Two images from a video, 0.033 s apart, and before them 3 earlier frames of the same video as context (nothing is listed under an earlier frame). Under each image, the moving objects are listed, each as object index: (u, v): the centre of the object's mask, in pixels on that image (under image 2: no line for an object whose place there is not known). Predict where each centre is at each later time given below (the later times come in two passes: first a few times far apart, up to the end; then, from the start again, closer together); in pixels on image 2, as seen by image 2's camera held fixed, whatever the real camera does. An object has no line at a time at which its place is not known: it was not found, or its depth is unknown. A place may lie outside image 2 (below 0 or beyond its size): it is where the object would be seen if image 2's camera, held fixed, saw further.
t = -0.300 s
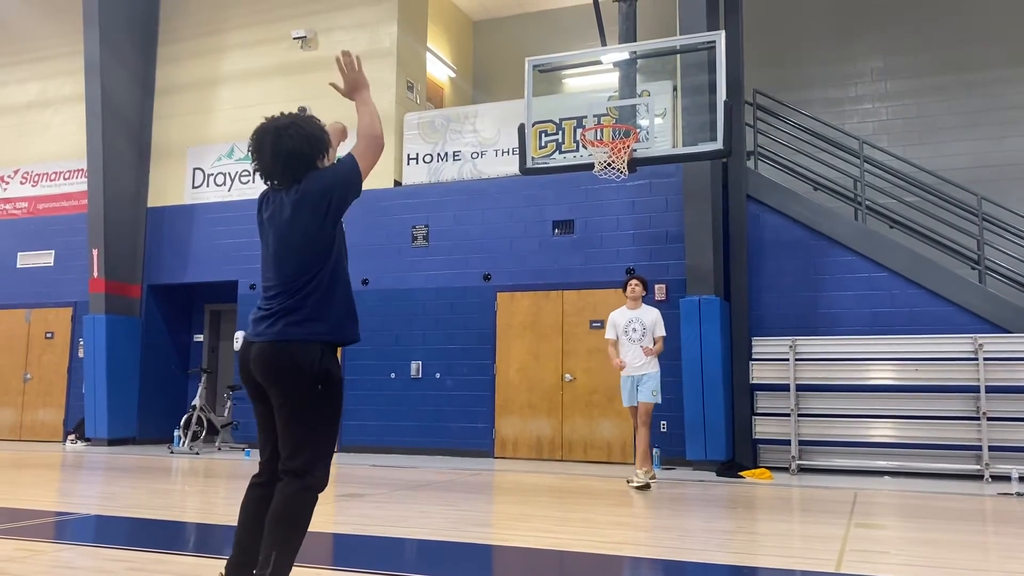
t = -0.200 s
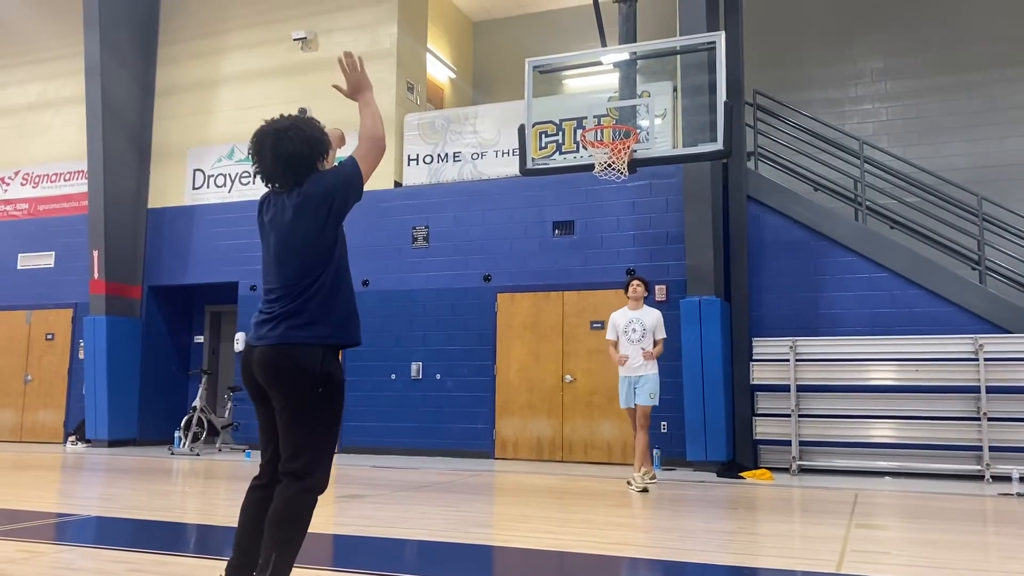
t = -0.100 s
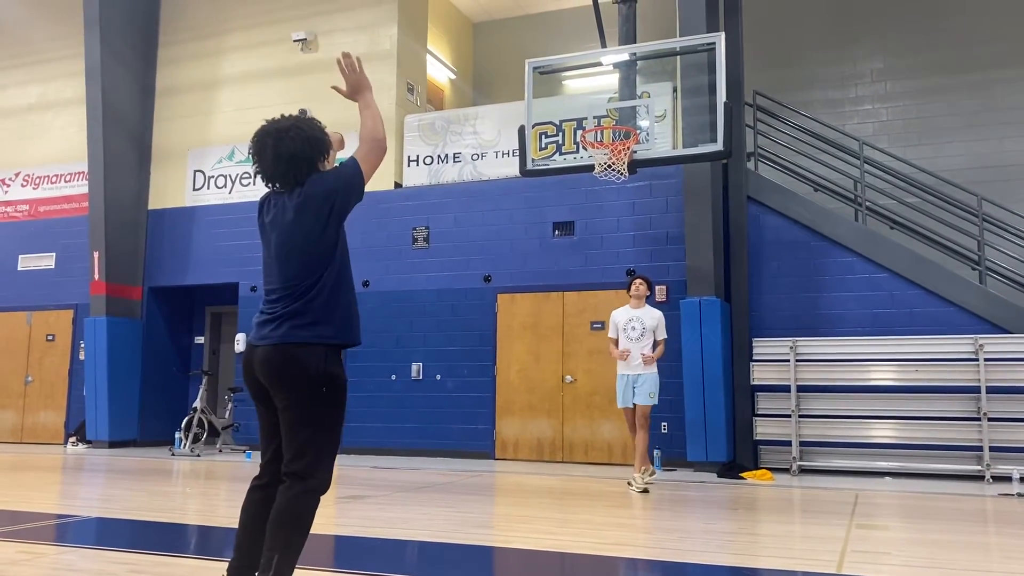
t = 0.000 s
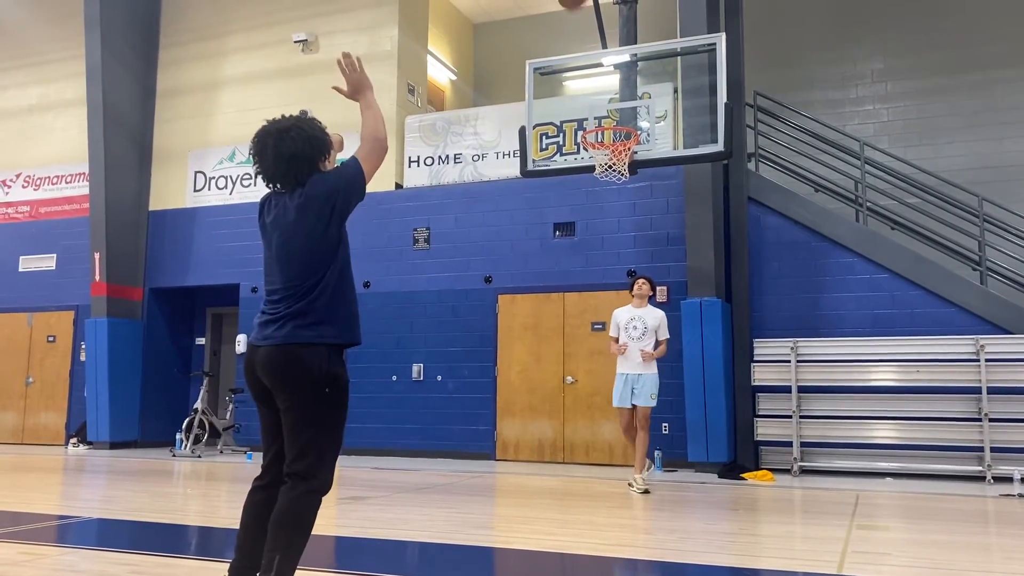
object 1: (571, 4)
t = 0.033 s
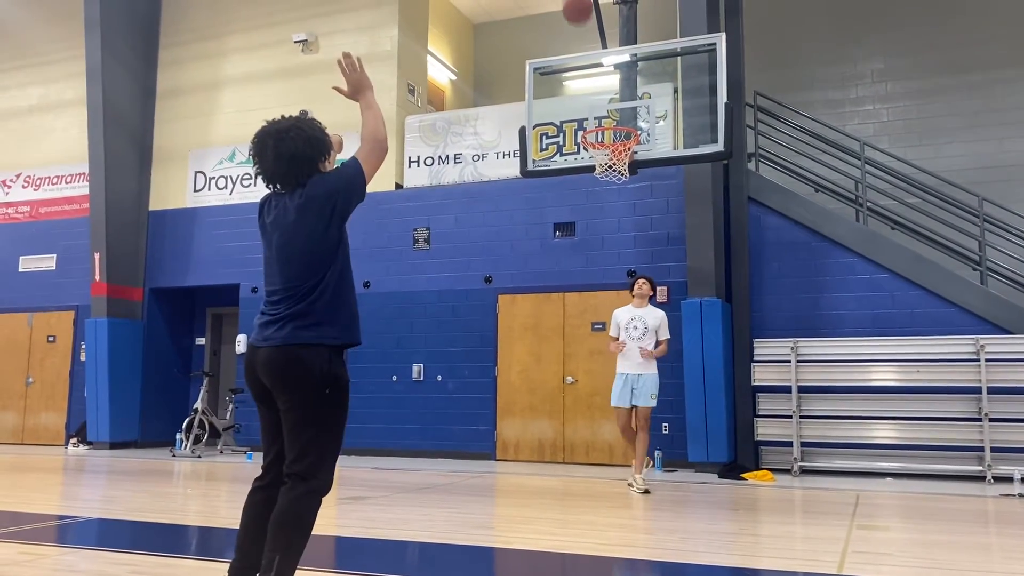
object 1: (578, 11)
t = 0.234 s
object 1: (604, 113)
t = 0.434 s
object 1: (621, 188)
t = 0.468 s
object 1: (623, 199)
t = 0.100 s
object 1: (587, 40)
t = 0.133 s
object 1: (591, 57)
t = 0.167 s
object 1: (596, 75)
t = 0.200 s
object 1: (600, 95)
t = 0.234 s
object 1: (604, 113)
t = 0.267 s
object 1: (609, 123)
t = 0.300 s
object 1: (611, 153)
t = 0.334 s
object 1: (613, 171)
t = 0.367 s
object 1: (617, 173)
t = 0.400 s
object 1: (619, 179)
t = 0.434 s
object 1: (621, 188)
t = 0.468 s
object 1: (623, 199)
